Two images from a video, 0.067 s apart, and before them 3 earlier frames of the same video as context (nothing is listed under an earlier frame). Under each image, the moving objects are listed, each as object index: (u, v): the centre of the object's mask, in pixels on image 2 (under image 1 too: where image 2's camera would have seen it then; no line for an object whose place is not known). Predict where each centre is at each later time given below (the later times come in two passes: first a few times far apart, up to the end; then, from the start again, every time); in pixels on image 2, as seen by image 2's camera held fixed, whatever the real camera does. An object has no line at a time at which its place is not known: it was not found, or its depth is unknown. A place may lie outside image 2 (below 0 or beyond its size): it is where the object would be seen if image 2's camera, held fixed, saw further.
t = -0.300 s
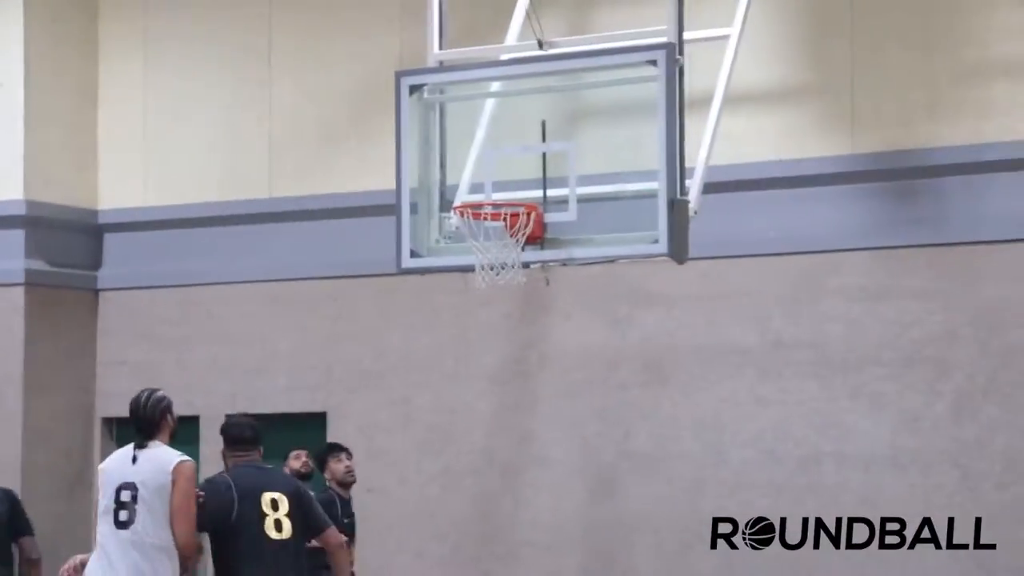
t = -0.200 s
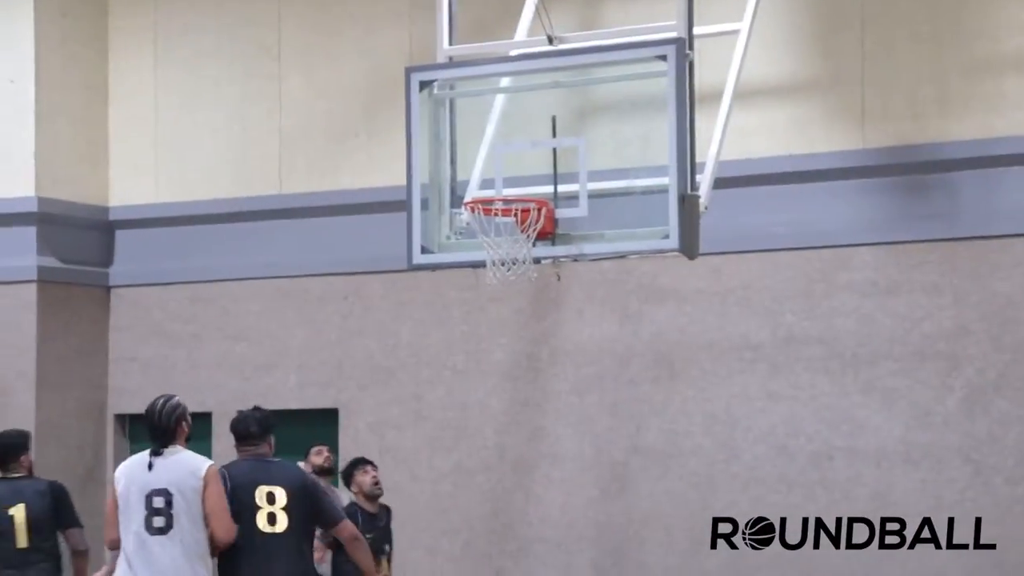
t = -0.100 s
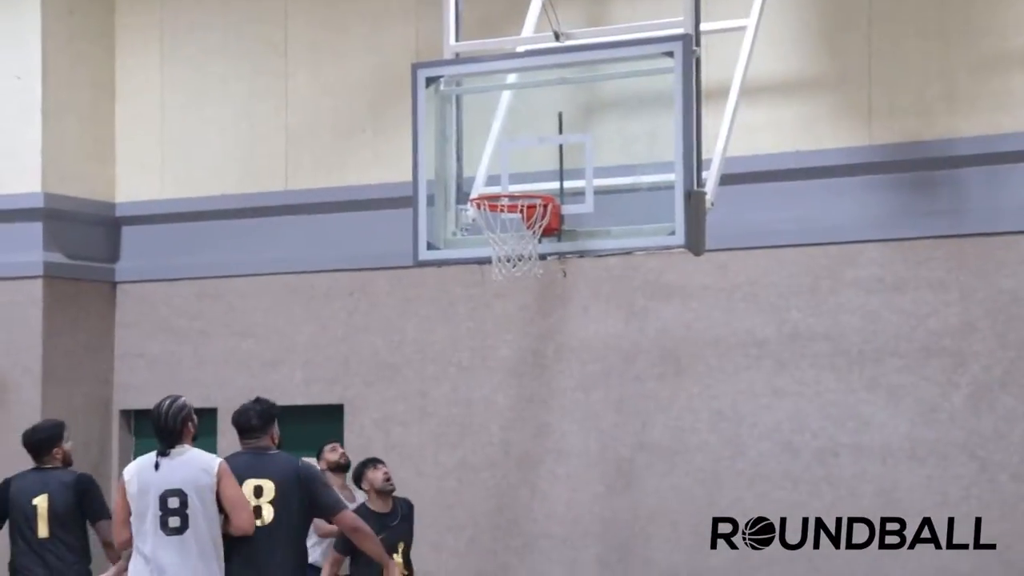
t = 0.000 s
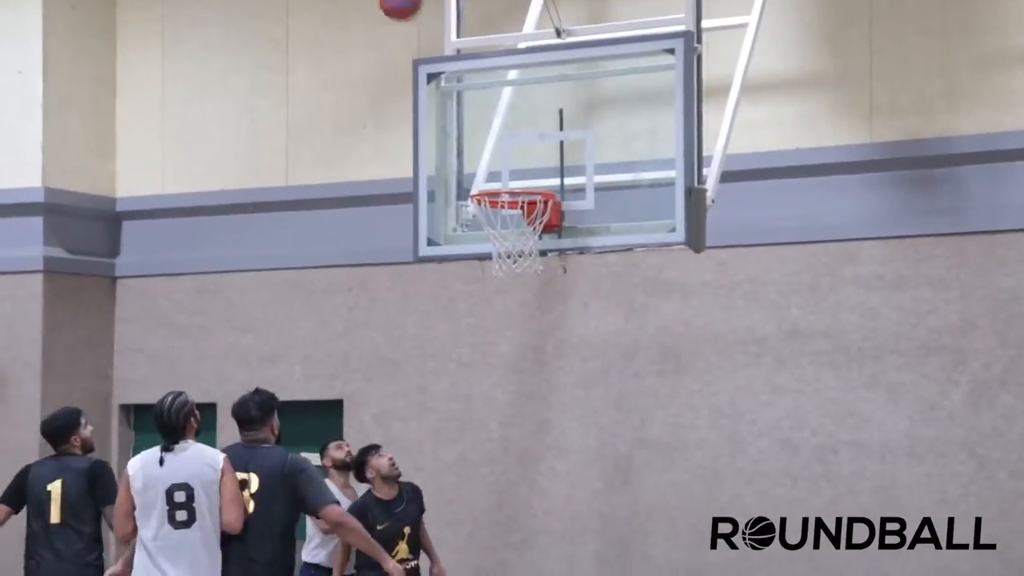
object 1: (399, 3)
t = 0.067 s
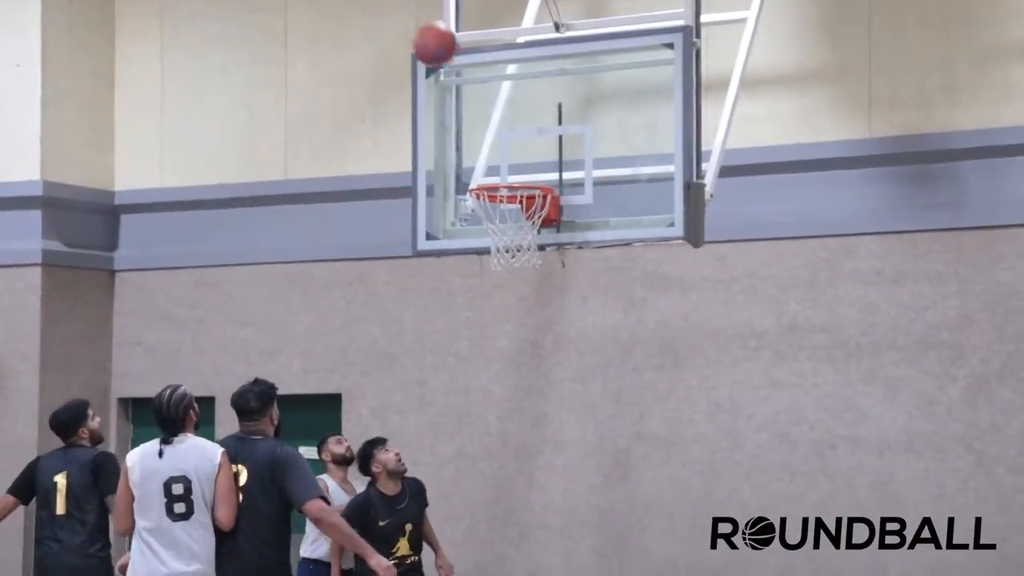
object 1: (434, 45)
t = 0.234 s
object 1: (518, 203)
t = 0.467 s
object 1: (518, 342)
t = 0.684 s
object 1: (512, 550)
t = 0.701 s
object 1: (511, 569)
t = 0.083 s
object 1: (443, 59)
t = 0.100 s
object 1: (452, 73)
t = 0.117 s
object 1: (460, 88)
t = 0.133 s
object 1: (468, 103)
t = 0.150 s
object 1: (476, 118)
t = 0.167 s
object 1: (484, 134)
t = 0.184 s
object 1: (492, 151)
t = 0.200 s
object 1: (500, 166)
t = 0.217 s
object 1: (508, 176)
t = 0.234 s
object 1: (518, 203)
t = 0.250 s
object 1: (522, 211)
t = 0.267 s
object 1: (524, 225)
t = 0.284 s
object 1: (520, 235)
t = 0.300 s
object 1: (521, 245)
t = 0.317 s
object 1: (523, 251)
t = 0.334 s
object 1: (523, 259)
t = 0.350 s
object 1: (522, 267)
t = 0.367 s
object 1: (522, 276)
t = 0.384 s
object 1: (522, 285)
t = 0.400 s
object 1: (521, 297)
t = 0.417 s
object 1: (520, 307)
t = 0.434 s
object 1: (519, 318)
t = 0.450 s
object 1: (519, 330)
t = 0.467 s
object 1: (518, 342)
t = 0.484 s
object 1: (518, 354)
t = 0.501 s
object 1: (518, 368)
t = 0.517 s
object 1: (517, 383)
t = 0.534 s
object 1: (517, 396)
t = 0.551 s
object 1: (516, 411)
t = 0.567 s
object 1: (515, 426)
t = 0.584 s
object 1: (515, 443)
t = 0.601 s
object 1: (514, 459)
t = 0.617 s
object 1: (514, 477)
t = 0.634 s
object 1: (514, 493)
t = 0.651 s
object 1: (513, 512)
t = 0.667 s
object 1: (513, 531)
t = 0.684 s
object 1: (512, 550)
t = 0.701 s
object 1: (511, 569)
